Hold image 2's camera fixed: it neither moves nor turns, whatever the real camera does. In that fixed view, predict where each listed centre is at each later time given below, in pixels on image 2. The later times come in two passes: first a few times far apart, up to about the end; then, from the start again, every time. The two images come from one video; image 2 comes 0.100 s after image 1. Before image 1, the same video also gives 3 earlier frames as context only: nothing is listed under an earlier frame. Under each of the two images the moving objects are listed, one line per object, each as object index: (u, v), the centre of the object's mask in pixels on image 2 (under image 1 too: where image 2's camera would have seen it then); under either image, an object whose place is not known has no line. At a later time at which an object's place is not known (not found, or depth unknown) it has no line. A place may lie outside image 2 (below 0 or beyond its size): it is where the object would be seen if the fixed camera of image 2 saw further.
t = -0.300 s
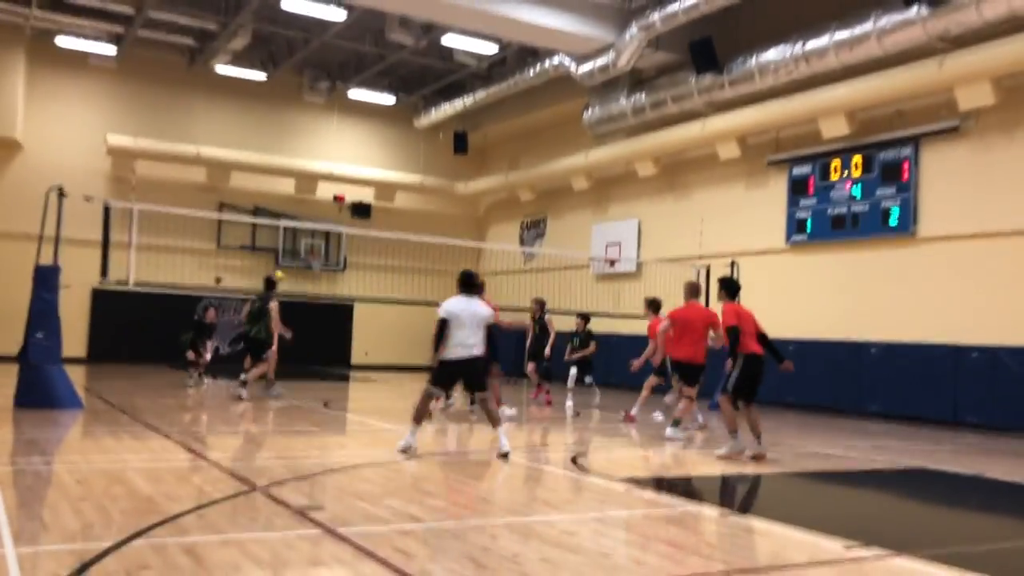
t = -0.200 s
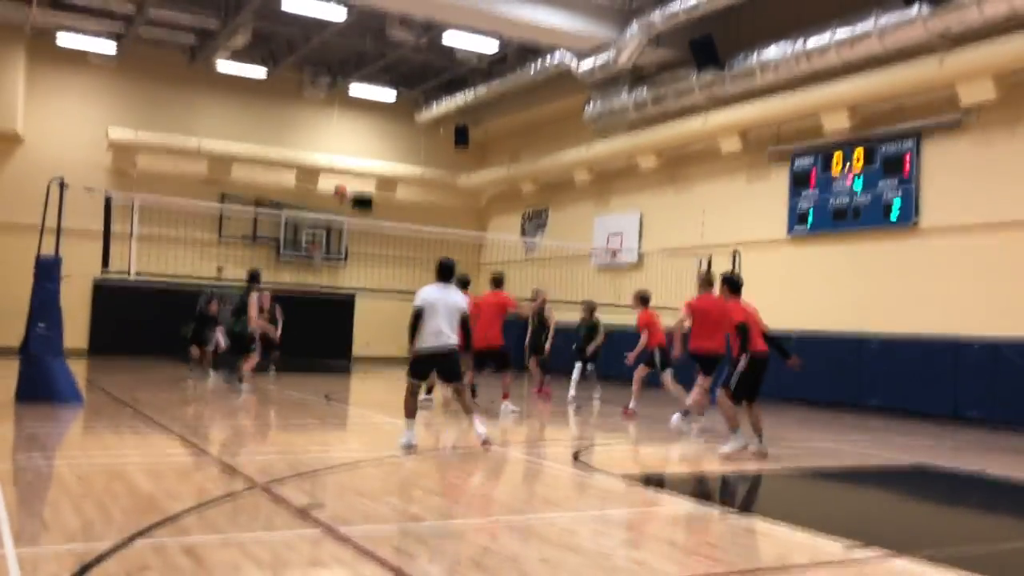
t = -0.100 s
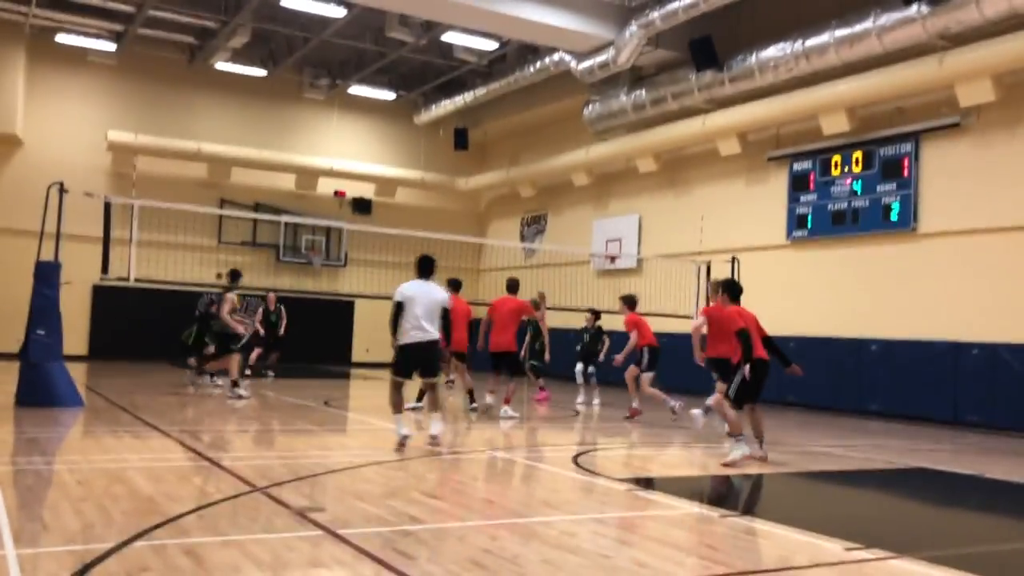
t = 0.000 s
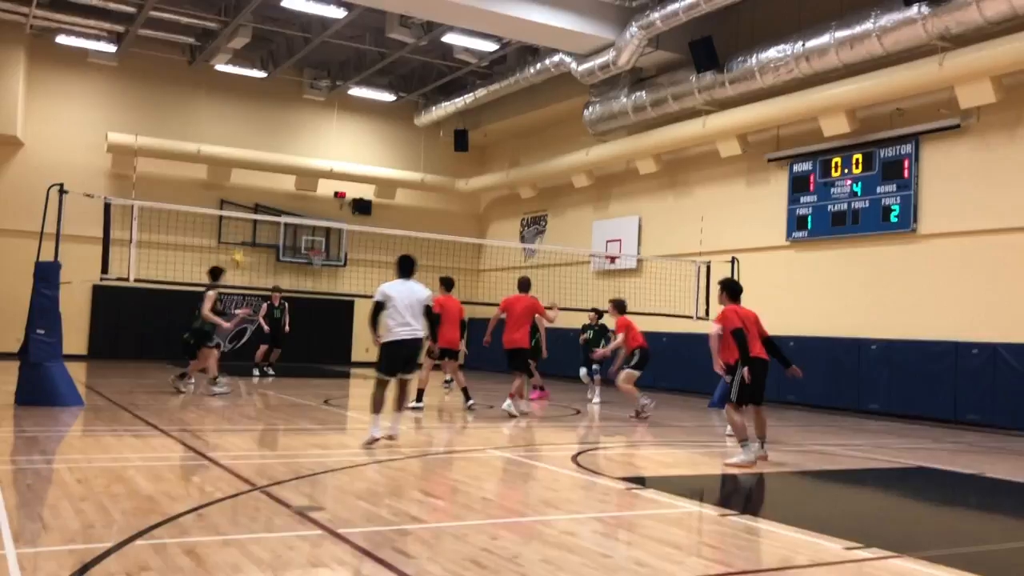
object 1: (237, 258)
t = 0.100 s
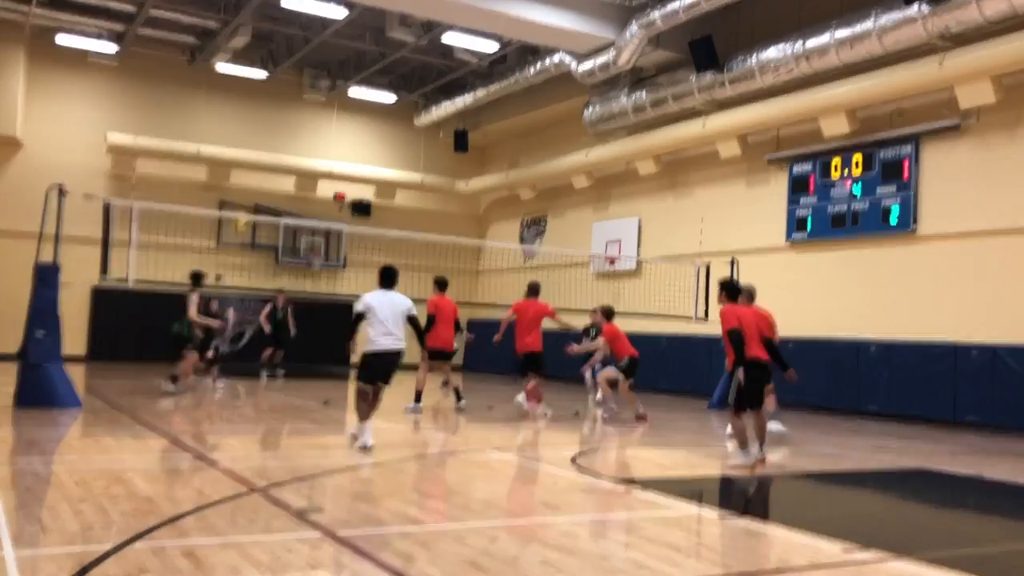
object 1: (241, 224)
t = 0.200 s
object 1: (243, 185)
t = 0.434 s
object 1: (248, 126)
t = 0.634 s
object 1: (250, 99)
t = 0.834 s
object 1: (249, 99)
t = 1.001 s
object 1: (247, 116)
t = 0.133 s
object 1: (242, 207)
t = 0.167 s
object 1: (243, 197)
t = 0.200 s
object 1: (243, 185)
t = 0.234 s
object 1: (245, 174)
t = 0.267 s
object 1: (245, 166)
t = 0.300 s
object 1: (246, 156)
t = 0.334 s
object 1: (246, 147)
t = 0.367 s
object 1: (248, 140)
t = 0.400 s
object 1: (248, 133)
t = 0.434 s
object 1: (248, 126)
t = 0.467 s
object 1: (248, 121)
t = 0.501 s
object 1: (249, 115)
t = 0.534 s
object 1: (249, 110)
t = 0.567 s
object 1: (249, 105)
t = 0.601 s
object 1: (250, 104)
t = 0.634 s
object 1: (250, 99)
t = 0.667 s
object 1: (249, 98)
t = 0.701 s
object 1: (249, 98)
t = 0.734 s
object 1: (250, 98)
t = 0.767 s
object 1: (249, 97)
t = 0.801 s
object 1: (249, 98)
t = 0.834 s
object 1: (249, 99)
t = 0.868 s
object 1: (249, 103)
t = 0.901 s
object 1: (248, 106)
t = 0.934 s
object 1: (247, 109)
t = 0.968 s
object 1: (247, 114)
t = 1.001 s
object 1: (247, 116)
